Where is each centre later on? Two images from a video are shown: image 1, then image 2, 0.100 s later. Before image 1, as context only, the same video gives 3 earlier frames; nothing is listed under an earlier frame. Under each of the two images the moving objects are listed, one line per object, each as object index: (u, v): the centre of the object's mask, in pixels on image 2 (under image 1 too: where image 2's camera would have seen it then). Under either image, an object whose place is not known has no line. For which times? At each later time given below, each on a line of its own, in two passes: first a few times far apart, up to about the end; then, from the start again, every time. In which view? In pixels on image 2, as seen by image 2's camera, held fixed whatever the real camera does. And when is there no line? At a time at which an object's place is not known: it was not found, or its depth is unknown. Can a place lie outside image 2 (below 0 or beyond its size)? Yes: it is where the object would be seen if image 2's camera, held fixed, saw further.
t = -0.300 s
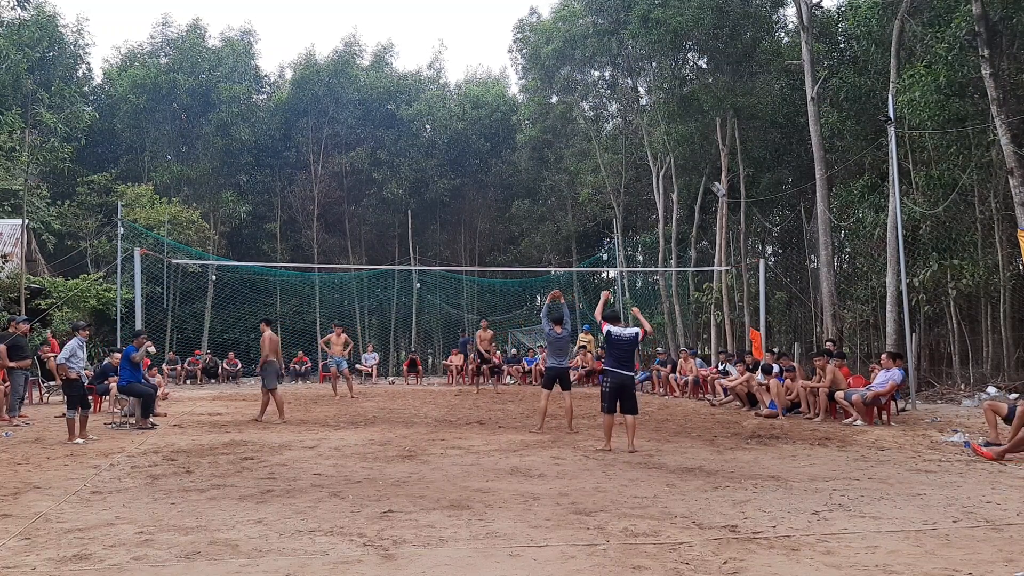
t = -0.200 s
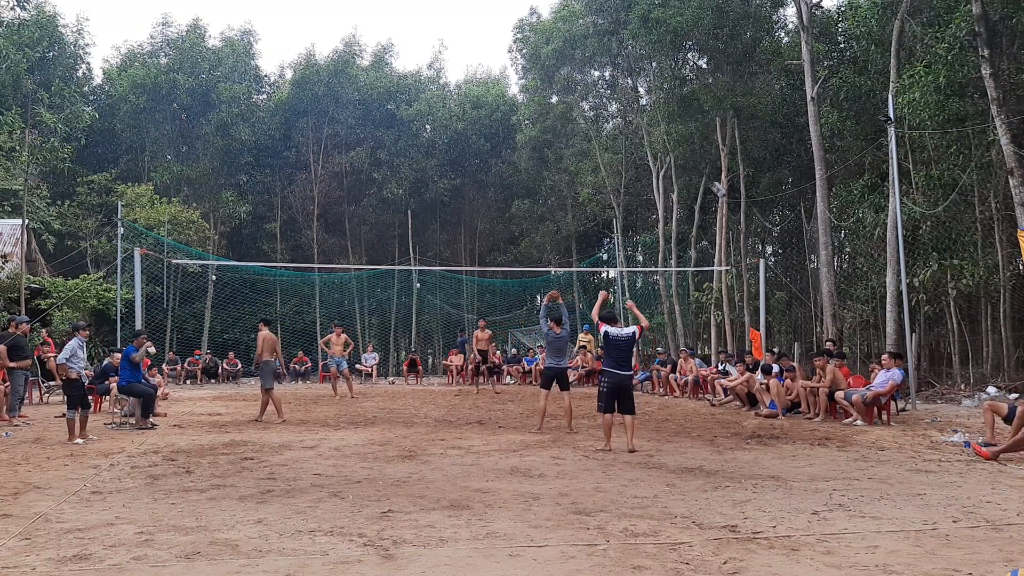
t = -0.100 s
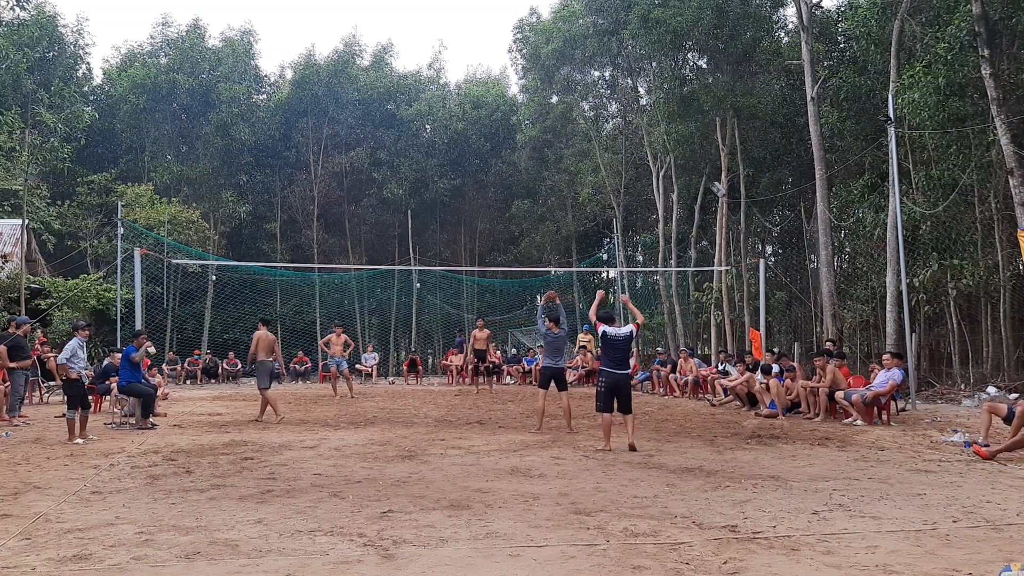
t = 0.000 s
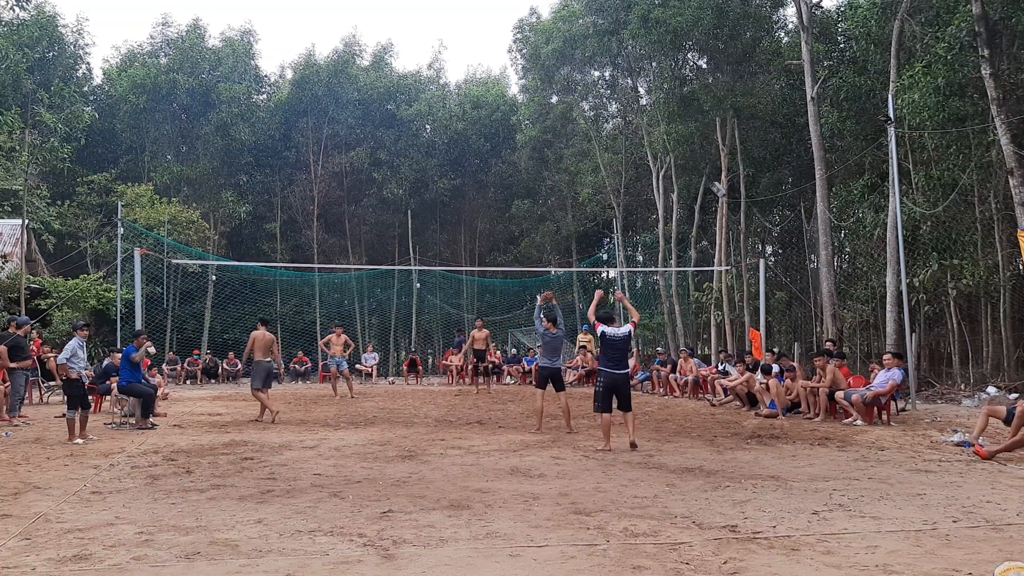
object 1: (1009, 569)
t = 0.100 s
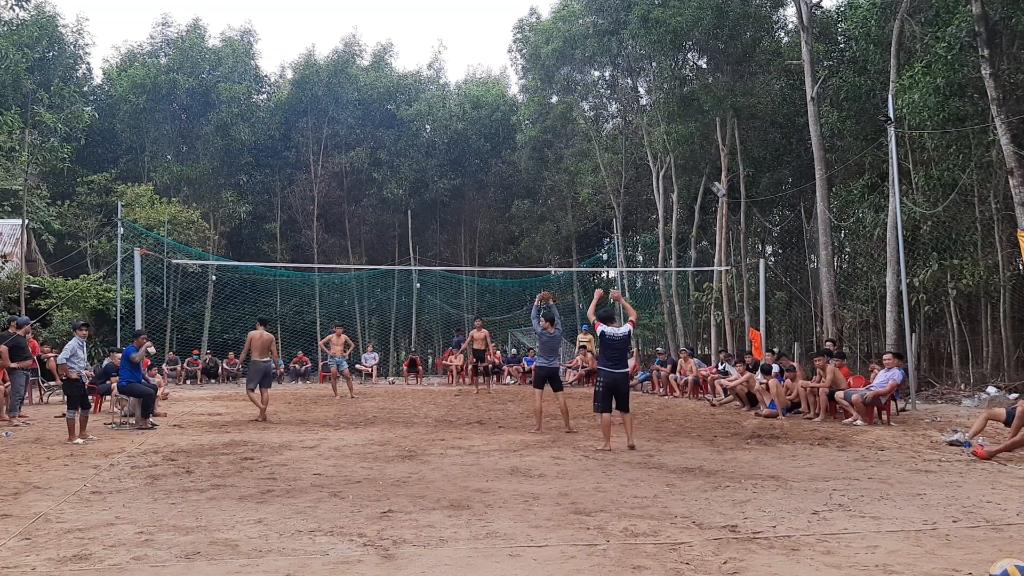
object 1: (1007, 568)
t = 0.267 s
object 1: (1000, 565)
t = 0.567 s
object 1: (979, 562)
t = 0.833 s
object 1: (960, 559)
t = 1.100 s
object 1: (948, 555)
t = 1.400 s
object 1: (936, 550)
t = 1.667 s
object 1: (926, 546)
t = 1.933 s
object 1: (917, 540)
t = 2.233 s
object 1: (918, 537)
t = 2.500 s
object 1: (930, 537)
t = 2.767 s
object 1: (941, 535)
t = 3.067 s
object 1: (948, 533)
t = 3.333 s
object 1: (950, 533)
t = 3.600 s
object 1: (947, 533)
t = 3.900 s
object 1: (940, 535)
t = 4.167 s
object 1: (934, 536)
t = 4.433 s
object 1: (926, 536)
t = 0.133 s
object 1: (1006, 567)
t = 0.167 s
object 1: (1005, 567)
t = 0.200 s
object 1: (1004, 566)
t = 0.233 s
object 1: (1002, 566)
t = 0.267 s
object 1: (1000, 565)
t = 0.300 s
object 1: (999, 565)
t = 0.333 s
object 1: (997, 564)
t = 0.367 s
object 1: (994, 564)
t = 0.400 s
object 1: (991, 564)
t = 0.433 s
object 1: (989, 563)
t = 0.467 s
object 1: (987, 563)
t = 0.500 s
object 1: (984, 562)
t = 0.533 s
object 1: (981, 562)
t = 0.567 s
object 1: (979, 562)
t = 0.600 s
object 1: (976, 562)
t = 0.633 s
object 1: (973, 561)
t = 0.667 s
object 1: (971, 561)
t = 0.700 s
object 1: (968, 561)
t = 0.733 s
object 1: (966, 560)
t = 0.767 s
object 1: (964, 560)
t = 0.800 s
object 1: (962, 560)
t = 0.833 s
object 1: (960, 559)
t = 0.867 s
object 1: (958, 559)
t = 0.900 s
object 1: (956, 559)
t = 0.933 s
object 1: (955, 558)
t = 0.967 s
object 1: (953, 558)
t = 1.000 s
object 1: (952, 557)
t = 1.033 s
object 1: (950, 557)
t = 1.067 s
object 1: (949, 556)
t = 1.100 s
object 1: (948, 555)
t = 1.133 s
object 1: (946, 555)
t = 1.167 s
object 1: (945, 554)
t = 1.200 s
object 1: (943, 554)
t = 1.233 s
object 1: (942, 553)
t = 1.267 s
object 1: (941, 552)
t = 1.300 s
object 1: (940, 552)
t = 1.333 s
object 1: (939, 551)
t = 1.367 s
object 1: (938, 550)
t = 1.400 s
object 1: (936, 550)
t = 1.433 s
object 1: (935, 549)
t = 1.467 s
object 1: (934, 549)
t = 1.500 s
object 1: (932, 548)
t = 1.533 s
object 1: (931, 548)
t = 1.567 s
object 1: (930, 548)
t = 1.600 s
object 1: (929, 547)
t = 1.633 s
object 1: (928, 546)
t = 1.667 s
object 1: (926, 546)
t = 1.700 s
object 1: (925, 545)
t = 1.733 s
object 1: (923, 544)
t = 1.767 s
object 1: (922, 543)
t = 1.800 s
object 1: (921, 543)
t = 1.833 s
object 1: (920, 542)
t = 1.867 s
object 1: (919, 541)
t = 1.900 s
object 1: (918, 541)
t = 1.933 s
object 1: (917, 540)
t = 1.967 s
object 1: (917, 540)
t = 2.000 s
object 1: (916, 540)
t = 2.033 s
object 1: (916, 539)
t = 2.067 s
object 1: (916, 538)
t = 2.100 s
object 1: (916, 538)
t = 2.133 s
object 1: (916, 538)
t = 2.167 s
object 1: (916, 538)
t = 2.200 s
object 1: (917, 537)
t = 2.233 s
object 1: (918, 537)
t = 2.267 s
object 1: (919, 537)
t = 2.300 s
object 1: (920, 537)
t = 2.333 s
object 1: (921, 537)
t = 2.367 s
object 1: (923, 537)
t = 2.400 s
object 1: (925, 537)
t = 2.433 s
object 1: (926, 537)
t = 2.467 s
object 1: (928, 537)
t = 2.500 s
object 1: (930, 537)
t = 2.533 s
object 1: (932, 537)
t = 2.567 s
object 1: (934, 537)
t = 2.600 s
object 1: (935, 536)
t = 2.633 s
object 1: (937, 536)
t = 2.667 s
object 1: (938, 535)
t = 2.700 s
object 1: (939, 535)
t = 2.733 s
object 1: (940, 535)
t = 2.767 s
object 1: (941, 535)
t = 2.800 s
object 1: (943, 534)
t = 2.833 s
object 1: (943, 534)
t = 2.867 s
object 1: (944, 534)
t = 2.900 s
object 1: (945, 533)
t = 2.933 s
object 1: (946, 533)
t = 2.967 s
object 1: (946, 533)
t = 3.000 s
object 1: (947, 533)
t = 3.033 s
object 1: (947, 533)
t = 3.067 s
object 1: (948, 533)
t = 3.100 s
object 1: (948, 532)
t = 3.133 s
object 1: (949, 532)
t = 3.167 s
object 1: (949, 532)
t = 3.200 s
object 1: (950, 532)
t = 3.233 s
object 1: (950, 533)
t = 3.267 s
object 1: (950, 533)
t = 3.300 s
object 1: (950, 533)
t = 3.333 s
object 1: (950, 533)
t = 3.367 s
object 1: (950, 533)
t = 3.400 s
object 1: (950, 533)
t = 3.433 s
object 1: (949, 533)
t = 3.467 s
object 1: (949, 533)
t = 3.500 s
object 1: (949, 533)
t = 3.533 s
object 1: (948, 533)
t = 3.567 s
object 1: (947, 533)
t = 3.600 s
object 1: (947, 533)
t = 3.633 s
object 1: (946, 533)
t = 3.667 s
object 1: (945, 534)
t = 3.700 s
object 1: (945, 534)
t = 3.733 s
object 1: (944, 534)
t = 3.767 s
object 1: (943, 534)
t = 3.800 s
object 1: (942, 534)
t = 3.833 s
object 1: (942, 534)
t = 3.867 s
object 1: (941, 535)
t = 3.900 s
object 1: (940, 535)
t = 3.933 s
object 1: (940, 535)
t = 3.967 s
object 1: (939, 535)
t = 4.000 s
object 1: (938, 535)
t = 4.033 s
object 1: (937, 535)
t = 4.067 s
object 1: (937, 535)
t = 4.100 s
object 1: (936, 536)
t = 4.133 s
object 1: (935, 536)
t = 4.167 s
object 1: (934, 536)
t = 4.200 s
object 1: (933, 536)
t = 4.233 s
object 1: (932, 536)
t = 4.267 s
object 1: (931, 536)
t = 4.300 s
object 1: (930, 537)
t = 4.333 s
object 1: (928, 536)
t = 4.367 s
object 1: (927, 536)
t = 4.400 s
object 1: (927, 536)
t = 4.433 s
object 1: (926, 536)
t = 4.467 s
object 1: (926, 536)
